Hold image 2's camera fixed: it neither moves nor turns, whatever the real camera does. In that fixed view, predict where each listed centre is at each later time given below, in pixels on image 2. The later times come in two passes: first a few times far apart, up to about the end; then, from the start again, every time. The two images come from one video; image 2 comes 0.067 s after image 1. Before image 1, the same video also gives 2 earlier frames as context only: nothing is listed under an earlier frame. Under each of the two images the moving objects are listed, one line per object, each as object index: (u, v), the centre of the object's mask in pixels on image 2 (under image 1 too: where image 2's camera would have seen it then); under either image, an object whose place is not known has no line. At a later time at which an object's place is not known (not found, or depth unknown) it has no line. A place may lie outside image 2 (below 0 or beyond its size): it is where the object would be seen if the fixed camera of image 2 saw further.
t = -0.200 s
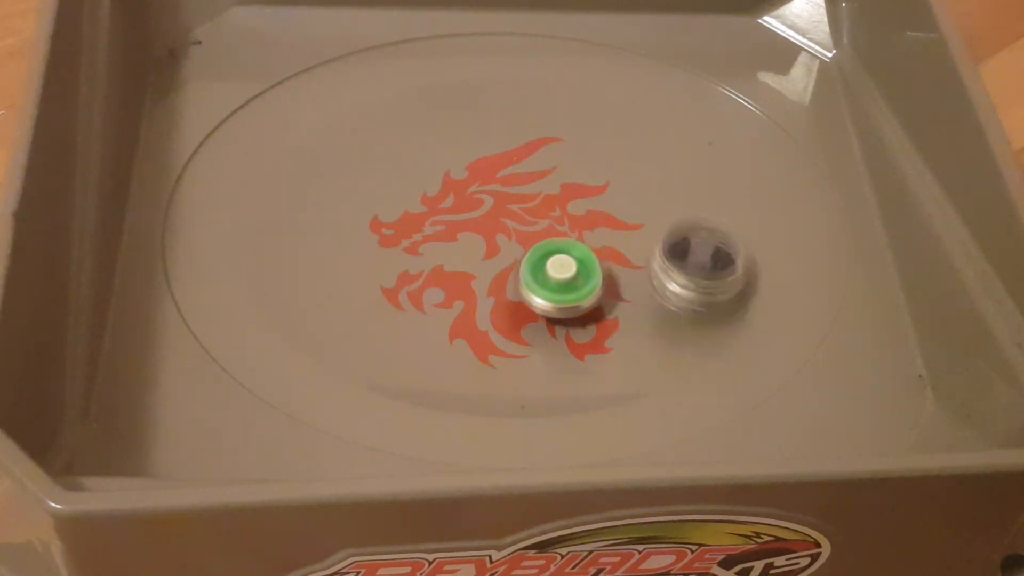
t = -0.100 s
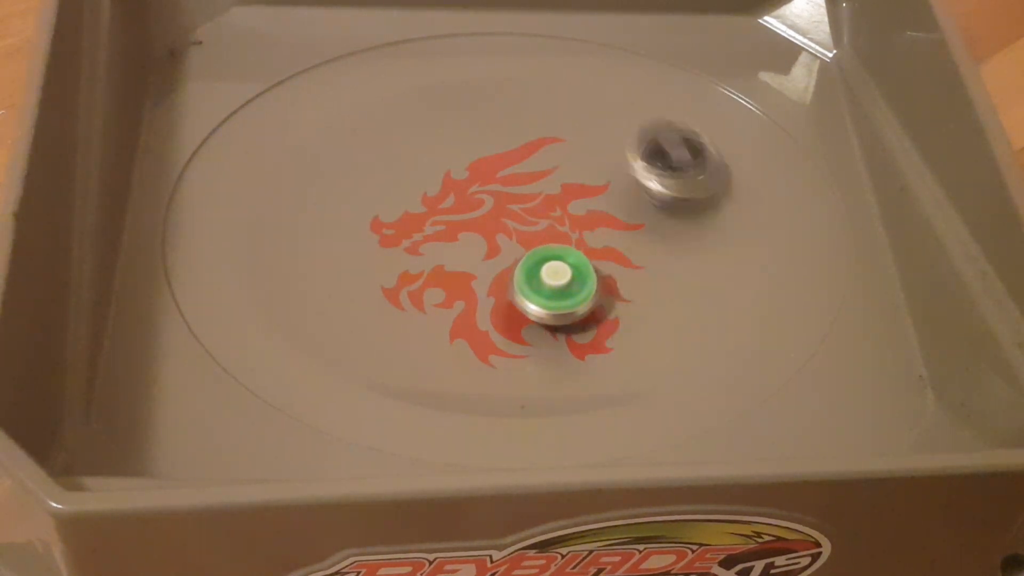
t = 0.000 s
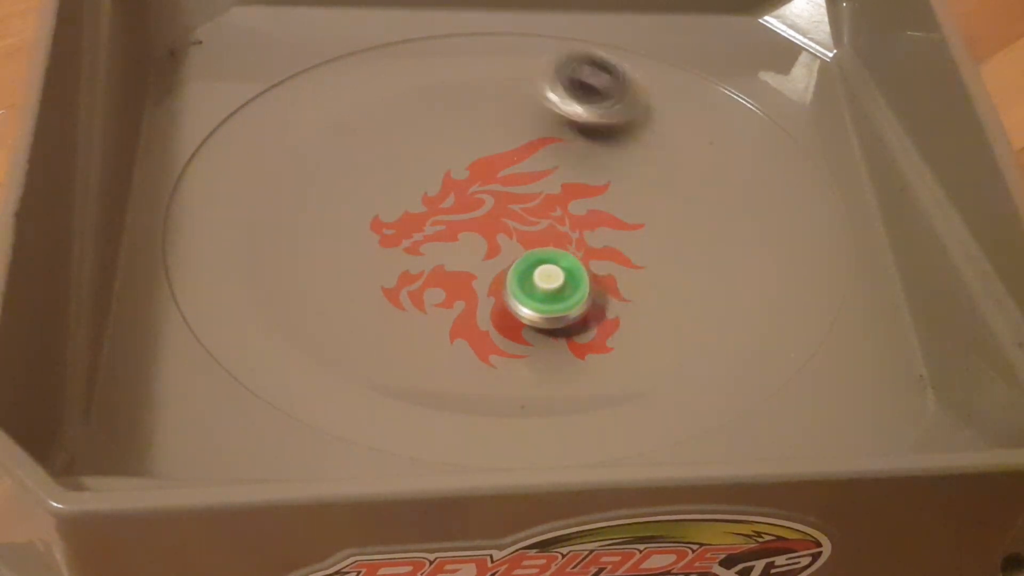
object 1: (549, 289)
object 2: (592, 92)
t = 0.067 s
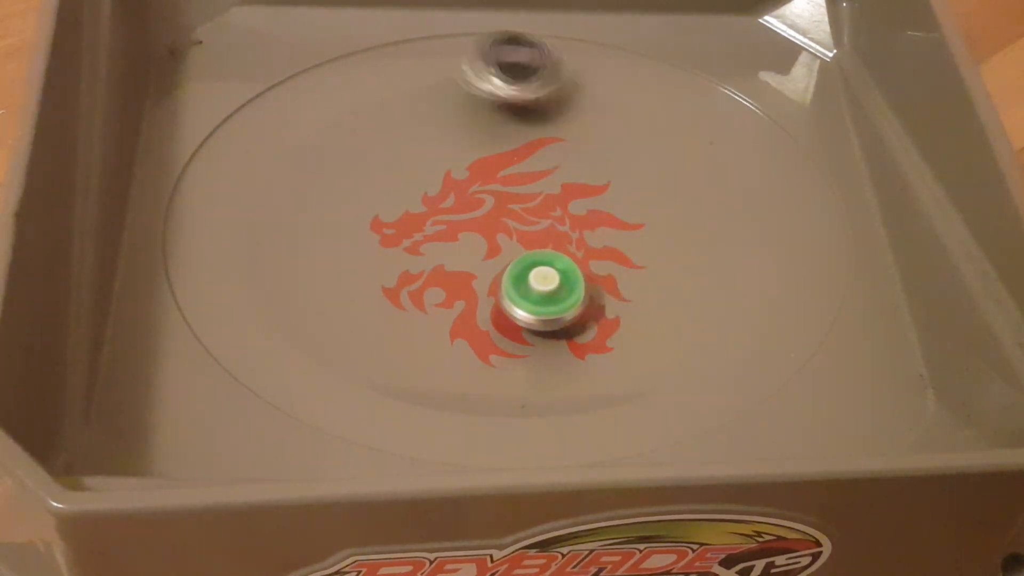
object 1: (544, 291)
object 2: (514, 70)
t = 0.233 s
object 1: (530, 294)
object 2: (312, 126)
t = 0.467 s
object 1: (509, 294)
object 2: (272, 327)
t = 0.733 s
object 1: (485, 287)
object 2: (536, 358)
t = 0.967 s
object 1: (469, 280)
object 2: (675, 171)
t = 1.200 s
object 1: (458, 266)
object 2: (478, 83)
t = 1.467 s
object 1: (450, 247)
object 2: (336, 285)
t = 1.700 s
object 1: (449, 231)
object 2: (610, 342)
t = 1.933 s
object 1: (452, 213)
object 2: (712, 161)
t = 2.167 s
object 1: (461, 200)
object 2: (481, 108)
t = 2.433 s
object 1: (499, 299)
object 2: (256, 189)
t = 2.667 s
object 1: (524, 276)
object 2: (422, 338)
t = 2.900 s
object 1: (600, 180)
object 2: (624, 312)
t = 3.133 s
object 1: (550, 161)
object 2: (648, 180)
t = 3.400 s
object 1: (407, 195)
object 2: (538, 179)
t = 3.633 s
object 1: (355, 268)
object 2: (606, 262)
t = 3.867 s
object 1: (432, 306)
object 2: (660, 244)
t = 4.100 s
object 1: (498, 301)
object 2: (549, 225)
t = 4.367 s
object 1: (499, 327)
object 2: (499, 213)
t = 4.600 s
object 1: (524, 293)
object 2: (473, 200)
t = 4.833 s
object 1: (532, 335)
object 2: (450, 160)
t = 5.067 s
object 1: (603, 346)
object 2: (391, 128)
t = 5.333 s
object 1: (600, 250)
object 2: (452, 224)
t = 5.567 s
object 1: (632, 227)
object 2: (528, 231)
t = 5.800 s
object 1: (675, 182)
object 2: (528, 228)
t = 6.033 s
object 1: (640, 160)
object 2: (483, 243)
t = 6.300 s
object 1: (582, 177)
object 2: (486, 269)
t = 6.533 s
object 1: (569, 208)
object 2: (508, 265)
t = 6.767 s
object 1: (580, 230)
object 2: (492, 266)
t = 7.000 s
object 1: (564, 252)
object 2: (472, 268)
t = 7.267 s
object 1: (565, 269)
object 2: (443, 280)
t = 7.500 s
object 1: (709, 277)
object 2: (375, 242)
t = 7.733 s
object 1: (694, 236)
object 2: (360, 237)
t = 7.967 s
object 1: (640, 213)
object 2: (450, 215)
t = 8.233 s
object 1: (618, 232)
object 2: (498, 150)
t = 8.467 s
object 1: (590, 250)
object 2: (450, 155)
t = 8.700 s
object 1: (583, 256)
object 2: (479, 207)
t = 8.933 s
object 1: (609, 295)
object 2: (435, 196)
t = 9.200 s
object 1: (591, 248)
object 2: (431, 232)
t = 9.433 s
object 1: (581, 220)
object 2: (491, 235)
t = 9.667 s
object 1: (595, 193)
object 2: (507, 219)
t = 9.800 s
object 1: (593, 184)
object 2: (510, 213)
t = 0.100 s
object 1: (541, 292)
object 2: (474, 69)
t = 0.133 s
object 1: (538, 293)
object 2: (430, 75)
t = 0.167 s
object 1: (535, 293)
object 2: (389, 86)
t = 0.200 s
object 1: (533, 294)
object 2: (350, 102)
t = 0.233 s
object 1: (530, 294)
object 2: (312, 126)
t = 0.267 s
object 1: (527, 294)
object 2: (281, 152)
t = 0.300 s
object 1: (524, 294)
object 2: (257, 182)
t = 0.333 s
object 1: (521, 294)
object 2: (244, 215)
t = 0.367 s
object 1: (518, 294)
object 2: (240, 249)
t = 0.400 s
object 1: (515, 294)
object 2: (244, 279)
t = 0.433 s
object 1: (512, 294)
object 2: (256, 306)
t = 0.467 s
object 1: (509, 294)
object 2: (272, 327)
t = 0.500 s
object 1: (506, 293)
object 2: (292, 344)
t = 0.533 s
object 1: (502, 292)
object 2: (319, 359)
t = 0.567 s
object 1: (499, 292)
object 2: (352, 368)
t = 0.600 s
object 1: (496, 291)
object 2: (382, 374)
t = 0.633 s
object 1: (493, 290)
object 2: (417, 377)
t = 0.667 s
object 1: (491, 290)
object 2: (456, 377)
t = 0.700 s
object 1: (487, 286)
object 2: (495, 370)
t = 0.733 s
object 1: (485, 287)
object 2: (536, 358)
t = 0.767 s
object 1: (482, 287)
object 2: (575, 340)
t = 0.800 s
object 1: (478, 286)
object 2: (615, 318)
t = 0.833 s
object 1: (476, 286)
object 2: (643, 292)
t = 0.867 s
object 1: (474, 285)
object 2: (661, 261)
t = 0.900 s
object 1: (472, 283)
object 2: (674, 230)
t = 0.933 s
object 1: (470, 282)
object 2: (678, 202)
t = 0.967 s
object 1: (469, 280)
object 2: (675, 171)
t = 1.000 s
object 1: (467, 279)
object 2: (663, 146)
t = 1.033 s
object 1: (465, 277)
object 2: (645, 124)
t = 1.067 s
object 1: (464, 275)
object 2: (620, 106)
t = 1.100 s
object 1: (462, 273)
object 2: (590, 92)
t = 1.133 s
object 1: (461, 271)
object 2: (554, 83)
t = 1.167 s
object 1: (459, 268)
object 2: (519, 81)
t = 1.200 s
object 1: (458, 266)
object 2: (478, 83)
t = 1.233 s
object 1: (455, 263)
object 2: (440, 94)
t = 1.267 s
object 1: (454, 261)
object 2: (401, 108)
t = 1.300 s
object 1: (453, 258)
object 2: (367, 131)
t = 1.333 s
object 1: (452, 255)
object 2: (340, 160)
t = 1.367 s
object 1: (451, 253)
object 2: (323, 189)
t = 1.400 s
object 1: (450, 251)
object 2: (316, 225)
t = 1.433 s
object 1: (450, 249)
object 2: (321, 256)
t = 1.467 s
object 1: (450, 247)
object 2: (336, 285)
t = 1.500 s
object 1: (450, 244)
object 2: (360, 312)
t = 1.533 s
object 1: (450, 242)
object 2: (394, 333)
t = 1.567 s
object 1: (449, 241)
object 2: (428, 346)
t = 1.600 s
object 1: (449, 239)
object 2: (477, 357)
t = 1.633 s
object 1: (449, 237)
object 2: (520, 357)
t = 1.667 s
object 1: (448, 234)
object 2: (567, 352)
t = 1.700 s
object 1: (449, 231)
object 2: (610, 342)
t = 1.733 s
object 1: (449, 228)
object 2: (649, 324)
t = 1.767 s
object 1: (450, 226)
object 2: (682, 301)
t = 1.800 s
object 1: (451, 223)
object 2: (705, 276)
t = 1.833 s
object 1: (450, 220)
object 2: (720, 247)
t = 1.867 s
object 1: (451, 217)
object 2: (725, 215)
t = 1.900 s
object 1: (451, 215)
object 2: (724, 186)
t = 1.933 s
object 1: (452, 213)
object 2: (712, 161)
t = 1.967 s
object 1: (453, 211)
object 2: (693, 138)
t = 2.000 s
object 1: (454, 210)
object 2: (666, 119)
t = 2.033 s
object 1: (455, 208)
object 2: (635, 107)
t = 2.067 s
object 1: (457, 206)
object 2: (600, 97)
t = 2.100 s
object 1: (458, 204)
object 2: (561, 97)
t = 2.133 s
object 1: (461, 202)
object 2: (519, 100)
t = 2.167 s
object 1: (461, 200)
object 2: (481, 108)
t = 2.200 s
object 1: (462, 199)
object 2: (441, 122)
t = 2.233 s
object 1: (468, 216)
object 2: (404, 122)
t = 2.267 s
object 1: (477, 242)
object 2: (370, 120)
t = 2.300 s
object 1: (487, 264)
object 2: (340, 122)
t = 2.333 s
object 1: (490, 278)
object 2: (312, 130)
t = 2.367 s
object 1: (493, 290)
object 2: (289, 144)
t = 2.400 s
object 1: (496, 296)
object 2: (267, 165)
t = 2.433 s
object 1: (499, 299)
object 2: (256, 189)
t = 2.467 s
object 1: (502, 299)
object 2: (252, 213)
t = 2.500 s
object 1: (506, 296)
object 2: (259, 242)
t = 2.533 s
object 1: (509, 293)
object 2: (276, 269)
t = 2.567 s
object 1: (512, 289)
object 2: (301, 293)
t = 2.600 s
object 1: (516, 285)
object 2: (336, 313)
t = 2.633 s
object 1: (520, 280)
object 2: (375, 330)
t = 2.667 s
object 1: (524, 276)
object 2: (422, 338)
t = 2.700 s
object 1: (529, 272)
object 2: (467, 340)
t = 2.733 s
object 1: (534, 264)
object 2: (508, 335)
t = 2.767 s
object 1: (551, 241)
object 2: (535, 329)
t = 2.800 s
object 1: (567, 224)
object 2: (562, 336)
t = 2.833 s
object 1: (581, 206)
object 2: (585, 329)
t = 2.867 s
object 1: (592, 191)
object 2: (606, 324)
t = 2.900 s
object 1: (600, 180)
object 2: (624, 312)
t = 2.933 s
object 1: (602, 173)
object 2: (641, 299)
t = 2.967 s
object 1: (598, 166)
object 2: (656, 280)
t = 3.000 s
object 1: (591, 163)
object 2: (665, 258)
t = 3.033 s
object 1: (582, 161)
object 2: (669, 235)
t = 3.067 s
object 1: (573, 161)
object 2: (666, 213)
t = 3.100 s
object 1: (563, 162)
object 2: (656, 195)
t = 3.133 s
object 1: (550, 161)
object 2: (648, 180)
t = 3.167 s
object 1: (526, 159)
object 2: (642, 171)
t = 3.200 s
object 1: (501, 157)
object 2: (631, 163)
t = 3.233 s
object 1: (480, 159)
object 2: (616, 159)
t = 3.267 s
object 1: (464, 164)
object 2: (597, 154)
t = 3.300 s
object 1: (453, 170)
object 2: (575, 156)
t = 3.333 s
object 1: (447, 177)
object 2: (552, 161)
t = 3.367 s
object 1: (443, 186)
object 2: (534, 168)
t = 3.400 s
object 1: (407, 195)
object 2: (538, 179)
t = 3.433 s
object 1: (379, 203)
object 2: (544, 189)
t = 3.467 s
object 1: (358, 213)
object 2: (552, 202)
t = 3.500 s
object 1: (346, 222)
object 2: (561, 216)
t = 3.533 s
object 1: (342, 233)
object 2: (571, 226)
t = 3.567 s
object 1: (344, 245)
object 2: (582, 240)
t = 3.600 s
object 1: (348, 257)
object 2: (595, 252)
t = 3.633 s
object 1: (355, 268)
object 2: (606, 262)
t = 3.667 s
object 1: (363, 277)
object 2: (618, 269)
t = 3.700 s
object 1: (373, 285)
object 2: (628, 271)
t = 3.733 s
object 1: (384, 292)
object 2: (638, 271)
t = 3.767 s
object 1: (395, 297)
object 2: (647, 268)
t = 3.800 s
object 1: (406, 302)
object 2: (654, 262)
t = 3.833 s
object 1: (420, 304)
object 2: (658, 254)
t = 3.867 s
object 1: (432, 306)
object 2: (660, 244)
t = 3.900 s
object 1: (444, 308)
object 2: (654, 235)
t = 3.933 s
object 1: (455, 308)
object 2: (640, 227)
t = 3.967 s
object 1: (465, 308)
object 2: (623, 221)
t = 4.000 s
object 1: (474, 307)
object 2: (604, 218)
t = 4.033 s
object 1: (484, 305)
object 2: (584, 217)
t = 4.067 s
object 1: (492, 303)
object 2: (566, 220)
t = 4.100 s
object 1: (498, 301)
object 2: (549, 225)
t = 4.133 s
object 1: (498, 304)
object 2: (537, 228)
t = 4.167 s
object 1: (495, 309)
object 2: (528, 229)
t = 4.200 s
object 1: (495, 311)
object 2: (519, 231)
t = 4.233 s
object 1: (492, 321)
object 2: (515, 230)
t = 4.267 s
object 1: (489, 329)
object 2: (512, 225)
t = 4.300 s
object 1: (489, 330)
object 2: (508, 222)
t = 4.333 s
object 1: (493, 330)
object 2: (504, 218)
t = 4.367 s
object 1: (499, 327)
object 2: (499, 213)
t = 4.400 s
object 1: (506, 321)
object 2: (496, 209)
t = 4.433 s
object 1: (512, 316)
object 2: (492, 206)
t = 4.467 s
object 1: (517, 310)
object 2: (489, 204)
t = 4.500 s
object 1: (521, 306)
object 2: (484, 203)
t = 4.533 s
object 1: (524, 301)
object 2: (480, 202)
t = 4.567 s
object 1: (524, 296)
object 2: (476, 200)
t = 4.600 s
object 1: (524, 293)
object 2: (473, 200)
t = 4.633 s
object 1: (522, 289)
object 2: (471, 200)
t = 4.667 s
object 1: (519, 285)
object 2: (469, 201)
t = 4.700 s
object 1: (516, 281)
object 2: (466, 202)
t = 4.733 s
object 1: (515, 278)
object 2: (464, 203)
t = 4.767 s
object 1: (513, 275)
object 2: (463, 203)
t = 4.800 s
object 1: (520, 302)
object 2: (458, 184)
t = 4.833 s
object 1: (532, 335)
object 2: (450, 160)
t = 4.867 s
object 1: (540, 356)
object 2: (443, 138)
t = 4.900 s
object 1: (550, 373)
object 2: (434, 120)
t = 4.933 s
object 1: (559, 379)
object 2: (426, 112)
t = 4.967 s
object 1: (569, 379)
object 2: (417, 111)
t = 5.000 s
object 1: (581, 372)
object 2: (409, 114)
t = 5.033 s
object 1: (594, 360)
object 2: (399, 120)
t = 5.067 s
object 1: (603, 346)
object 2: (391, 128)
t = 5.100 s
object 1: (611, 332)
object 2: (382, 139)
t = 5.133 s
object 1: (614, 315)
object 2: (376, 152)
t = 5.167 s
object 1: (615, 300)
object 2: (375, 164)
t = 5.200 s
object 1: (614, 288)
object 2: (385, 181)
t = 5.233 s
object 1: (612, 276)
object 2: (395, 194)
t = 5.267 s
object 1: (608, 265)
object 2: (413, 207)
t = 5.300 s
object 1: (604, 257)
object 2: (429, 216)
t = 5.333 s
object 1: (600, 250)
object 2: (452, 224)
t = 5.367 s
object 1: (596, 244)
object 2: (470, 228)
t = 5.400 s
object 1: (592, 239)
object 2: (489, 231)
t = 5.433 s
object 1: (602, 238)
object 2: (496, 231)
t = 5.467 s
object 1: (620, 238)
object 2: (499, 231)
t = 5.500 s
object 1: (630, 235)
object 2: (506, 230)
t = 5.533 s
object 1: (633, 232)
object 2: (516, 230)
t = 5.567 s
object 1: (632, 227)
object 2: (528, 231)
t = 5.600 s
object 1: (631, 222)
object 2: (537, 231)
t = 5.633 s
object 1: (639, 217)
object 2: (540, 230)
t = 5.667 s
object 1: (641, 211)
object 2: (546, 228)
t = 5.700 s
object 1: (642, 206)
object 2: (551, 226)
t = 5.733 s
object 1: (659, 197)
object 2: (543, 227)
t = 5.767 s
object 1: (670, 190)
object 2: (535, 228)
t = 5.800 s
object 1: (675, 182)
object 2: (528, 228)
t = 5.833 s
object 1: (675, 176)
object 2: (521, 228)
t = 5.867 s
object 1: (671, 171)
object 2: (513, 229)
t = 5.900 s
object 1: (667, 167)
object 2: (505, 230)
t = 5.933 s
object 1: (661, 164)
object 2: (498, 232)
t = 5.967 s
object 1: (654, 161)
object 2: (492, 234)
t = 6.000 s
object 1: (648, 160)
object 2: (488, 238)
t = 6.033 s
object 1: (640, 160)
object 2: (483, 243)
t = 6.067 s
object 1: (632, 160)
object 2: (480, 248)
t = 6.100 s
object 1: (625, 161)
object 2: (477, 251)
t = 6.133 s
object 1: (616, 162)
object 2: (476, 254)
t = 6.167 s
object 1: (609, 164)
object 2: (476, 258)
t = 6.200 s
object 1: (601, 167)
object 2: (480, 263)
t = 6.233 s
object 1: (594, 169)
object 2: (482, 265)
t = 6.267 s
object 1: (588, 173)
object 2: (484, 267)
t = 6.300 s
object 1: (582, 177)
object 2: (486, 269)
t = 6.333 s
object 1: (577, 181)
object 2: (488, 271)
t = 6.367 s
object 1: (573, 185)
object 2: (490, 271)
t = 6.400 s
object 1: (570, 190)
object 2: (493, 270)
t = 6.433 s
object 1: (569, 194)
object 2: (496, 269)
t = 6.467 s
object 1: (569, 199)
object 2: (501, 268)
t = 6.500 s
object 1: (569, 204)
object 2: (505, 266)
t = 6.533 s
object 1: (569, 208)
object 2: (508, 265)
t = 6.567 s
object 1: (572, 211)
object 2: (508, 265)
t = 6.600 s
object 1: (575, 214)
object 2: (507, 266)
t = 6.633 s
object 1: (575, 217)
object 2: (505, 265)
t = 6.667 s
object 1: (576, 221)
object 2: (504, 264)
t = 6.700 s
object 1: (578, 224)
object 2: (500, 265)
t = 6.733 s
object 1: (580, 227)
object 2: (496, 264)
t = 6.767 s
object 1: (580, 230)
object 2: (492, 266)
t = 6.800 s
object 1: (578, 234)
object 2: (488, 268)
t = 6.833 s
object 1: (576, 237)
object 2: (485, 268)
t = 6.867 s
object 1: (574, 240)
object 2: (481, 269)
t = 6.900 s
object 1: (572, 243)
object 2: (478, 270)
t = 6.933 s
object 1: (570, 246)
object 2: (476, 269)
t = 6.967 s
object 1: (567, 249)
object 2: (473, 268)
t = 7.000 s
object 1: (564, 252)
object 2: (472, 268)
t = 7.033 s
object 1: (570, 255)
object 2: (467, 268)
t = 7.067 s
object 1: (576, 258)
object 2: (456, 267)
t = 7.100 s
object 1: (578, 261)
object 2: (448, 268)
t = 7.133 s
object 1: (577, 263)
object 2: (441, 269)
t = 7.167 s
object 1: (575, 266)
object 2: (436, 271)
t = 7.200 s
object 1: (572, 267)
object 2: (435, 274)
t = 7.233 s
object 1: (569, 268)
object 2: (438, 278)
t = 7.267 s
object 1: (565, 269)
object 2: (443, 280)
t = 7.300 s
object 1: (561, 270)
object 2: (449, 280)
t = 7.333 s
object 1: (557, 271)
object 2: (454, 280)
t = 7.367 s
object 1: (567, 274)
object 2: (450, 275)
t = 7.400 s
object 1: (616, 279)
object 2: (423, 262)
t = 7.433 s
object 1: (659, 282)
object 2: (403, 254)
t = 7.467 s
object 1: (689, 280)
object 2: (386, 245)
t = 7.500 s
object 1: (709, 277)
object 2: (375, 242)
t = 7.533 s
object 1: (718, 271)
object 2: (365, 238)
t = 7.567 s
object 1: (718, 264)
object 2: (358, 237)
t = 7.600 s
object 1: (719, 260)
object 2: (351, 235)
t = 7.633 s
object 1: (714, 254)
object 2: (348, 236)
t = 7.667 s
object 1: (709, 248)
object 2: (348, 237)
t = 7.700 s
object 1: (700, 241)
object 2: (352, 238)
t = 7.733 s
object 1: (694, 236)
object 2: (360, 237)
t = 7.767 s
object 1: (687, 231)
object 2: (368, 238)
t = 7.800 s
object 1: (680, 228)
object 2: (381, 237)
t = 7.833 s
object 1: (673, 225)
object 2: (394, 233)
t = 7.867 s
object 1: (665, 222)
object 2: (408, 232)
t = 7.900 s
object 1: (657, 219)
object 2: (424, 226)
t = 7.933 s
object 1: (648, 216)
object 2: (437, 221)
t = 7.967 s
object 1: (640, 213)
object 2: (450, 215)
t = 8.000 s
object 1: (633, 212)
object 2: (461, 207)
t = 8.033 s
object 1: (625, 210)
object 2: (472, 202)
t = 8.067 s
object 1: (618, 209)
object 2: (485, 195)
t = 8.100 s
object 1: (610, 208)
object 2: (494, 191)
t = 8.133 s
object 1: (603, 207)
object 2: (504, 184)
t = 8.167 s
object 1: (603, 211)
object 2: (511, 177)
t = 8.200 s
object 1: (612, 221)
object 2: (509, 166)
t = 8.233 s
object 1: (618, 232)
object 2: (498, 150)
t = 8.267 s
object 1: (619, 244)
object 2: (492, 144)
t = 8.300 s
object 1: (615, 251)
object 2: (484, 136)
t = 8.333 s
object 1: (610, 254)
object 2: (477, 136)
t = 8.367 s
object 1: (604, 254)
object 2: (469, 135)
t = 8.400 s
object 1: (599, 253)
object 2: (461, 139)
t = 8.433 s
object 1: (595, 251)
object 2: (454, 146)
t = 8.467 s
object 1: (590, 250)
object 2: (450, 155)
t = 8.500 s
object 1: (587, 249)
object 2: (451, 168)
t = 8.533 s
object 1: (583, 248)
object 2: (455, 178)
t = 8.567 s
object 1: (579, 247)
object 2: (461, 189)
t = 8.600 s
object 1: (575, 245)
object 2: (469, 196)
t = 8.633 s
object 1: (571, 243)
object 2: (477, 206)
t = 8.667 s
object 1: (570, 244)
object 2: (484, 209)
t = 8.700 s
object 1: (583, 256)
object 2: (479, 207)
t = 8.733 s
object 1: (599, 276)
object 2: (474, 202)
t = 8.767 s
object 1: (610, 288)
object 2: (469, 202)
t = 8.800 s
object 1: (616, 299)
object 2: (463, 199)
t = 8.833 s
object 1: (616, 303)
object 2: (456, 199)
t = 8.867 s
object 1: (615, 304)
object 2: (448, 196)
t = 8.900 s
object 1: (612, 300)
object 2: (442, 196)
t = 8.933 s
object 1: (609, 295)
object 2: (435, 196)
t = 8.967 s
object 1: (607, 288)
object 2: (431, 198)
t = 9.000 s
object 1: (605, 281)
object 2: (425, 200)
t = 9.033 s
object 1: (602, 275)
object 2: (420, 204)
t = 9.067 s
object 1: (600, 268)
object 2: (418, 209)
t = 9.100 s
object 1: (597, 262)
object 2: (418, 214)
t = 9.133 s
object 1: (595, 257)
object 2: (420, 221)
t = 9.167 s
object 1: (593, 253)
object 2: (425, 226)
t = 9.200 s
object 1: (591, 248)
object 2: (431, 232)
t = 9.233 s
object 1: (589, 244)
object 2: (439, 233)
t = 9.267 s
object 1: (587, 239)
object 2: (447, 236)
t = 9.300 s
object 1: (585, 235)
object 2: (456, 236)
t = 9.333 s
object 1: (584, 232)
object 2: (465, 237)
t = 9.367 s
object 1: (583, 227)
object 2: (474, 237)
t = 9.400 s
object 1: (582, 224)
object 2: (483, 236)
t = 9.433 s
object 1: (581, 220)
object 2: (491, 235)
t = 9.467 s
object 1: (588, 216)
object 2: (496, 233)
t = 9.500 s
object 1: (592, 211)
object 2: (497, 231)
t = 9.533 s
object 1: (595, 208)
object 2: (501, 229)
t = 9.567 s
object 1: (595, 203)
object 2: (503, 227)
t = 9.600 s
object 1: (596, 200)
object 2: (506, 224)
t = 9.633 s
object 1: (595, 196)
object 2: (508, 222)
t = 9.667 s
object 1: (595, 193)
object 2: (507, 219)
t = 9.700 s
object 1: (594, 190)
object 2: (510, 216)
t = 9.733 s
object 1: (594, 188)
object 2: (509, 215)
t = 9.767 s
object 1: (593, 186)
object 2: (510, 212)
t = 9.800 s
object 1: (593, 184)
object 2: (510, 213)
